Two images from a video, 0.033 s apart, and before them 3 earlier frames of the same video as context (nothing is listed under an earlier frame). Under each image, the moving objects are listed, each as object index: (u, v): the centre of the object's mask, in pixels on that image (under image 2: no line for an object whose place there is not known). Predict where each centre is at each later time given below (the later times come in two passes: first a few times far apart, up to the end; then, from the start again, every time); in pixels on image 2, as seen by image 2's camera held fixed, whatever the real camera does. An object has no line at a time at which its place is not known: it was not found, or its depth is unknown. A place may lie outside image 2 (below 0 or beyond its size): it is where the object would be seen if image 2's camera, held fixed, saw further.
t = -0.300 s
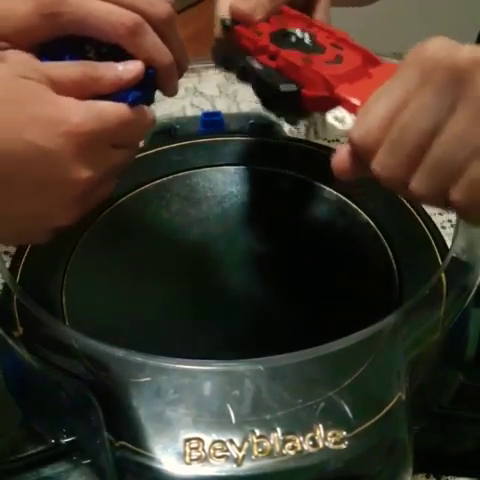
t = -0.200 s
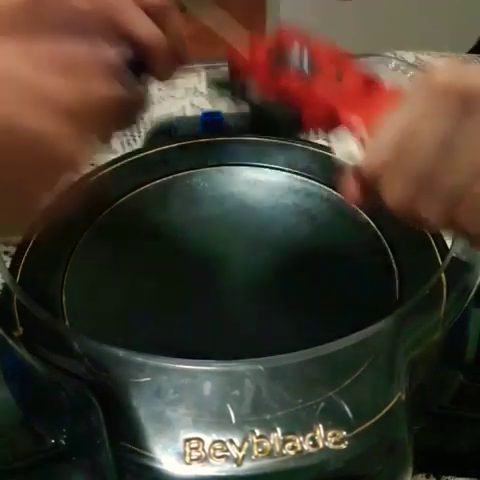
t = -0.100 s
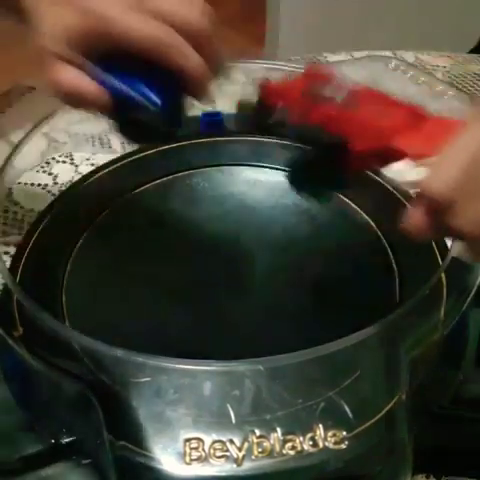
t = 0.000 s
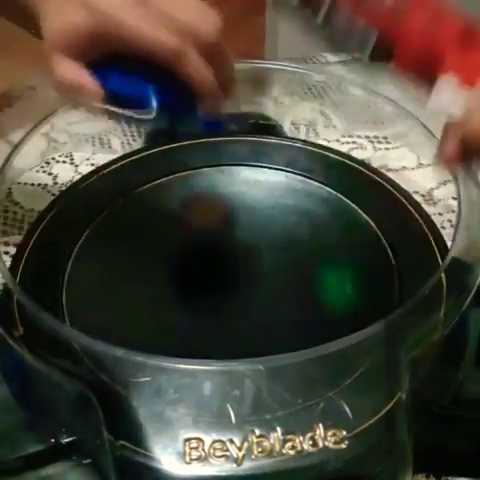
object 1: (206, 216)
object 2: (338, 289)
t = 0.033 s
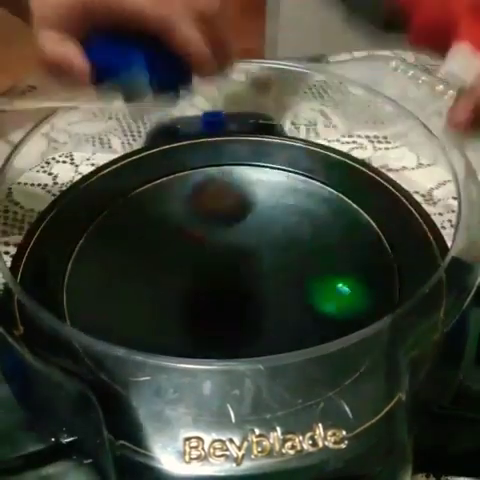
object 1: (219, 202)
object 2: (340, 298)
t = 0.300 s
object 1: (321, 266)
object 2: (176, 305)
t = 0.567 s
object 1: (251, 292)
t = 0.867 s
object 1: (172, 251)
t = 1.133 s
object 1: (183, 270)
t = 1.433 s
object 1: (249, 309)
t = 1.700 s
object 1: (261, 248)
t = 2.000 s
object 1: (132, 233)
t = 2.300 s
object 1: (243, 213)
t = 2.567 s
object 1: (347, 199)
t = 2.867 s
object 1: (289, 299)
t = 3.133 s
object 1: (169, 296)
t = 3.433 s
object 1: (238, 259)
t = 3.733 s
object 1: (253, 326)
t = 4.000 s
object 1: (179, 312)
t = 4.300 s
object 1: (170, 224)
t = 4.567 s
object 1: (320, 215)
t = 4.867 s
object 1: (346, 292)
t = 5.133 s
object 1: (157, 306)
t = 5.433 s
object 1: (227, 266)
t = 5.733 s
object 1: (232, 306)
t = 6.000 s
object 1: (200, 305)
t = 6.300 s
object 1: (103, 233)
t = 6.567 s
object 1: (132, 184)
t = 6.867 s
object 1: (251, 221)
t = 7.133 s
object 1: (259, 236)
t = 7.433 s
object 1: (166, 246)
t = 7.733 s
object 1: (246, 257)
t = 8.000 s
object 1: (323, 264)
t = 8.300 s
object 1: (233, 265)
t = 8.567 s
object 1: (174, 239)
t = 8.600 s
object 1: (172, 227)
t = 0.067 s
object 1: (236, 190)
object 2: (331, 294)
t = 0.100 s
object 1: (254, 190)
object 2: (316, 303)
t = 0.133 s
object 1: (269, 199)
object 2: (298, 320)
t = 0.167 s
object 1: (287, 219)
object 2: (278, 325)
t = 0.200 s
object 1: (305, 253)
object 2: (253, 328)
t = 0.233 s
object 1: (315, 273)
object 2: (224, 325)
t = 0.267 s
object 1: (319, 265)
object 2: (198, 317)
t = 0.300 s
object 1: (321, 266)
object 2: (176, 305)
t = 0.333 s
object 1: (321, 279)
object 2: (160, 288)
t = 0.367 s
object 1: (318, 298)
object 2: (147, 269)
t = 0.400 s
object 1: (311, 298)
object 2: (139, 252)
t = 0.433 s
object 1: (302, 301)
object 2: (136, 234)
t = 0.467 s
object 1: (291, 300)
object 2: (138, 217)
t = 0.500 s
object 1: (278, 300)
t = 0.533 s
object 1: (264, 296)
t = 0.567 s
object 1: (251, 292)
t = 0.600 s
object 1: (237, 286)
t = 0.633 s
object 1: (224, 280)
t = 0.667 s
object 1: (212, 275)
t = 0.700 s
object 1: (202, 269)
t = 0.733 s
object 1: (193, 264)
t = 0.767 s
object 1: (186, 260)
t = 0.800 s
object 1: (180, 255)
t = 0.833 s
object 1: (175, 253)
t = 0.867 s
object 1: (172, 251)
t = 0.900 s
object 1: (170, 250)
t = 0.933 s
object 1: (169, 248)
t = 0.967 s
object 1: (169, 249)
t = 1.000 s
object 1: (170, 252)
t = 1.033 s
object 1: (172, 255)
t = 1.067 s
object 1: (176, 260)
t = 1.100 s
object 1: (179, 265)
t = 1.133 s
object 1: (183, 270)
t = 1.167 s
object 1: (187, 276)
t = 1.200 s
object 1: (191, 282)
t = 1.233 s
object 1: (197, 288)
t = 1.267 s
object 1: (202, 296)
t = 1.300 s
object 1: (210, 301)
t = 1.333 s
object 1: (219, 308)
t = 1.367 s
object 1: (228, 308)
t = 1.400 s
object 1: (238, 310)
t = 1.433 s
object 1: (249, 309)
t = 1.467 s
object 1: (260, 306)
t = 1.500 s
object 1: (269, 297)
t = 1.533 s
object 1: (276, 291)
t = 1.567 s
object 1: (279, 281)
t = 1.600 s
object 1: (278, 269)
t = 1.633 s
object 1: (276, 265)
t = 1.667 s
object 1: (270, 256)
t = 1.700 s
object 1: (261, 248)
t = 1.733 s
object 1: (252, 242)
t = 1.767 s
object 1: (238, 236)
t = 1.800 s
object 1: (223, 231)
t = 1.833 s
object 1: (208, 227)
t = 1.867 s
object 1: (190, 225)
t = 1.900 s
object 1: (175, 222)
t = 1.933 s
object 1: (160, 225)
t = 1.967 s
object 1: (145, 227)
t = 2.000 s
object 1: (132, 233)
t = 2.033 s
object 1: (123, 240)
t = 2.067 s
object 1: (115, 248)
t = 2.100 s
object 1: (112, 255)
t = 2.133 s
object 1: (130, 251)
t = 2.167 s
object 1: (154, 242)
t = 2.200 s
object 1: (178, 236)
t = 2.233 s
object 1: (202, 228)
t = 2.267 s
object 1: (225, 219)
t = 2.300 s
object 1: (243, 213)
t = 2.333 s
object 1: (260, 206)
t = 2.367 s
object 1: (276, 200)
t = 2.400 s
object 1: (289, 197)
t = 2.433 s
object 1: (300, 194)
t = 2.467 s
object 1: (307, 193)
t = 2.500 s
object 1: (312, 194)
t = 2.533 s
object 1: (327, 200)
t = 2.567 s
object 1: (347, 199)
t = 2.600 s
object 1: (364, 200)
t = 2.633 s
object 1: (375, 202)
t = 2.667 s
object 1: (379, 211)
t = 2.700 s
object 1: (376, 222)
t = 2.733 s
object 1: (368, 238)
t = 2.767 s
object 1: (354, 255)
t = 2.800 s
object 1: (337, 270)
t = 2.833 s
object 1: (315, 284)
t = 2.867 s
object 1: (289, 299)
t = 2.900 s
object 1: (260, 309)
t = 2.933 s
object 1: (228, 321)
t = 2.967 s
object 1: (197, 326)
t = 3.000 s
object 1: (174, 324)
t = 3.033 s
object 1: (160, 321)
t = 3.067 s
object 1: (159, 314)
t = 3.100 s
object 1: (163, 305)
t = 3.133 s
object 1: (169, 296)
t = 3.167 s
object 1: (175, 289)
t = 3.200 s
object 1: (182, 279)
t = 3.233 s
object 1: (189, 274)
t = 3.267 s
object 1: (196, 263)
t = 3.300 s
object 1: (204, 256)
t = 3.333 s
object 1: (210, 249)
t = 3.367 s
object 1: (217, 244)
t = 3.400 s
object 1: (226, 250)
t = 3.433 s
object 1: (238, 259)
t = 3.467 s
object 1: (251, 270)
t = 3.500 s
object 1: (260, 277)
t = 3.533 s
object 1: (267, 285)
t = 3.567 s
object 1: (270, 292)
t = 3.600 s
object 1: (271, 301)
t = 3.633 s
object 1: (269, 307)
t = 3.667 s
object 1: (265, 314)
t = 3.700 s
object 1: (260, 319)
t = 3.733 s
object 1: (253, 326)
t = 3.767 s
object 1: (247, 328)
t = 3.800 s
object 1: (240, 330)
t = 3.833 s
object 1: (233, 331)
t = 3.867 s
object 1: (224, 331)
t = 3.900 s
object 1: (216, 330)
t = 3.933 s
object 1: (205, 327)
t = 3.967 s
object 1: (191, 322)
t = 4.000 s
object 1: (179, 312)
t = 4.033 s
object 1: (168, 304)
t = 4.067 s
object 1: (162, 293)
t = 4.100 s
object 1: (154, 283)
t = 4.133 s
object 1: (153, 264)
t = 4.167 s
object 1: (150, 253)
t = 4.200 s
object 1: (150, 244)
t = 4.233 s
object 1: (150, 235)
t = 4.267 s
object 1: (153, 228)
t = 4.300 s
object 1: (170, 224)
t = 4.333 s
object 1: (193, 226)
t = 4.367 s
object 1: (218, 223)
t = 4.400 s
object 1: (241, 220)
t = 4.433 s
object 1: (260, 215)
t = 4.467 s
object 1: (281, 215)
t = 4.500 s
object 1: (297, 213)
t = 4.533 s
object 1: (311, 216)
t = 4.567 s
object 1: (320, 215)
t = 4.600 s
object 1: (329, 218)
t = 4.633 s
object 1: (331, 221)
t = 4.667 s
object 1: (340, 225)
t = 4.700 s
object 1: (365, 231)
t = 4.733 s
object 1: (374, 242)
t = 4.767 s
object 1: (374, 256)
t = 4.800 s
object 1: (370, 269)
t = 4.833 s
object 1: (360, 279)
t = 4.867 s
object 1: (346, 292)
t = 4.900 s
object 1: (327, 302)
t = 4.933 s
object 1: (302, 313)
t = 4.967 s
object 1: (275, 319)
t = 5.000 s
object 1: (251, 322)
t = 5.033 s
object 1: (225, 320)
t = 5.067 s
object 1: (197, 318)
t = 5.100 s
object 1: (174, 312)
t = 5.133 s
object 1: (157, 306)
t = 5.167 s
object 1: (162, 295)
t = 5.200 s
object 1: (169, 291)
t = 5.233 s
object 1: (179, 284)
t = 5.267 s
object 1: (188, 280)
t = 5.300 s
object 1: (197, 276)
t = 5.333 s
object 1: (206, 277)
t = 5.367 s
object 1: (214, 274)
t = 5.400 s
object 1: (221, 266)
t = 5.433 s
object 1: (227, 266)
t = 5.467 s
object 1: (231, 263)
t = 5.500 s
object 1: (235, 258)
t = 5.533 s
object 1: (236, 258)
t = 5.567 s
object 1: (233, 268)
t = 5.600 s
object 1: (230, 280)
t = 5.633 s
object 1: (229, 288)
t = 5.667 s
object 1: (229, 295)
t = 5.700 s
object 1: (230, 301)
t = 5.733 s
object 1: (232, 306)
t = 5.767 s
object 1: (235, 309)
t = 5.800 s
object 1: (238, 312)
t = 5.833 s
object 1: (242, 315)
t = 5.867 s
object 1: (246, 316)
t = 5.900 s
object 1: (250, 317)
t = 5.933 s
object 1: (253, 316)
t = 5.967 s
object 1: (233, 312)
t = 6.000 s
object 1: (200, 305)
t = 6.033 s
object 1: (175, 295)
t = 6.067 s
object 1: (153, 286)
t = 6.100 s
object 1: (134, 275)
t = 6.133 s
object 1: (119, 266)
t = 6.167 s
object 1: (109, 257)
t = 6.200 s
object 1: (102, 248)
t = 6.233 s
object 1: (99, 241)
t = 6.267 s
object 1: (100, 237)
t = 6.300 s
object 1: (103, 233)
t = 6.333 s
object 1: (110, 230)
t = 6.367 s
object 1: (119, 228)
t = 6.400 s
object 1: (122, 224)
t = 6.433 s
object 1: (114, 208)
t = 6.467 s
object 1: (112, 199)
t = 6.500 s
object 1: (117, 192)
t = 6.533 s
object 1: (123, 186)
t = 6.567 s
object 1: (132, 184)
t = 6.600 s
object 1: (143, 184)
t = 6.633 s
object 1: (153, 185)
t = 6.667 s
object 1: (165, 189)
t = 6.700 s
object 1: (179, 195)
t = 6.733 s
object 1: (195, 200)
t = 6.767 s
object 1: (210, 206)
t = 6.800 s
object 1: (226, 212)
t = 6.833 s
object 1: (239, 219)
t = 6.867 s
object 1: (251, 221)
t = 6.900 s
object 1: (263, 229)
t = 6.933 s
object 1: (272, 237)
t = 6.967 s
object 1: (281, 241)
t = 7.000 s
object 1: (281, 238)
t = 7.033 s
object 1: (280, 237)
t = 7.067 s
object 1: (278, 236)
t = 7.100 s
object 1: (271, 236)
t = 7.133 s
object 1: (259, 236)
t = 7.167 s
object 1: (248, 237)
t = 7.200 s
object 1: (234, 239)
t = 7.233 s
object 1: (216, 242)
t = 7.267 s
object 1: (202, 242)
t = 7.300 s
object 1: (184, 245)
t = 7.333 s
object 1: (169, 247)
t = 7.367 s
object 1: (159, 249)
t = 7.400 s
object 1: (160, 246)
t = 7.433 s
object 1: (166, 246)
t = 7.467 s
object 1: (171, 243)
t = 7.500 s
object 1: (177, 243)
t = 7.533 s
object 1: (183, 241)
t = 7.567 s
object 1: (191, 242)
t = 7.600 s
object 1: (198, 242)
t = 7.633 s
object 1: (207, 244)
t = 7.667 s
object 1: (215, 247)
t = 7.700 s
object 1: (227, 247)
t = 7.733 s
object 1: (246, 257)
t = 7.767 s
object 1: (264, 260)
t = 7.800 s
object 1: (279, 263)
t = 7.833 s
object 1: (294, 265)
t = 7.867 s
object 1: (304, 267)
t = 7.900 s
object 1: (313, 266)
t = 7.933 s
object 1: (320, 264)
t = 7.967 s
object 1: (322, 264)
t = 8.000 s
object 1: (323, 264)
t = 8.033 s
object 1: (319, 262)
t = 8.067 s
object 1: (316, 263)
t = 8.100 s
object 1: (306, 266)
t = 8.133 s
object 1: (297, 262)
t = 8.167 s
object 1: (286, 264)
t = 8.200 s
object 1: (274, 262)
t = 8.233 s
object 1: (260, 264)
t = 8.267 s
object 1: (247, 264)
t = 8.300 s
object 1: (233, 265)
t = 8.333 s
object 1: (223, 263)
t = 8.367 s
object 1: (212, 260)
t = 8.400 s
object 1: (205, 256)
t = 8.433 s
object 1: (197, 253)
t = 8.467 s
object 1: (189, 250)
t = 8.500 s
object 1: (184, 247)
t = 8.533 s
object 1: (178, 246)
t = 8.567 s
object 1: (174, 239)
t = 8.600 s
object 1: (172, 227)
